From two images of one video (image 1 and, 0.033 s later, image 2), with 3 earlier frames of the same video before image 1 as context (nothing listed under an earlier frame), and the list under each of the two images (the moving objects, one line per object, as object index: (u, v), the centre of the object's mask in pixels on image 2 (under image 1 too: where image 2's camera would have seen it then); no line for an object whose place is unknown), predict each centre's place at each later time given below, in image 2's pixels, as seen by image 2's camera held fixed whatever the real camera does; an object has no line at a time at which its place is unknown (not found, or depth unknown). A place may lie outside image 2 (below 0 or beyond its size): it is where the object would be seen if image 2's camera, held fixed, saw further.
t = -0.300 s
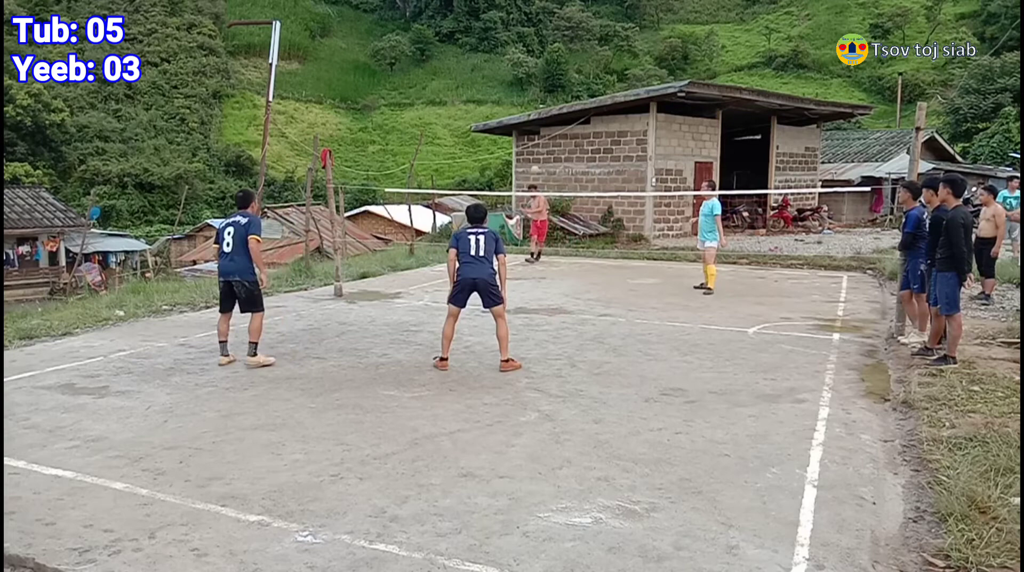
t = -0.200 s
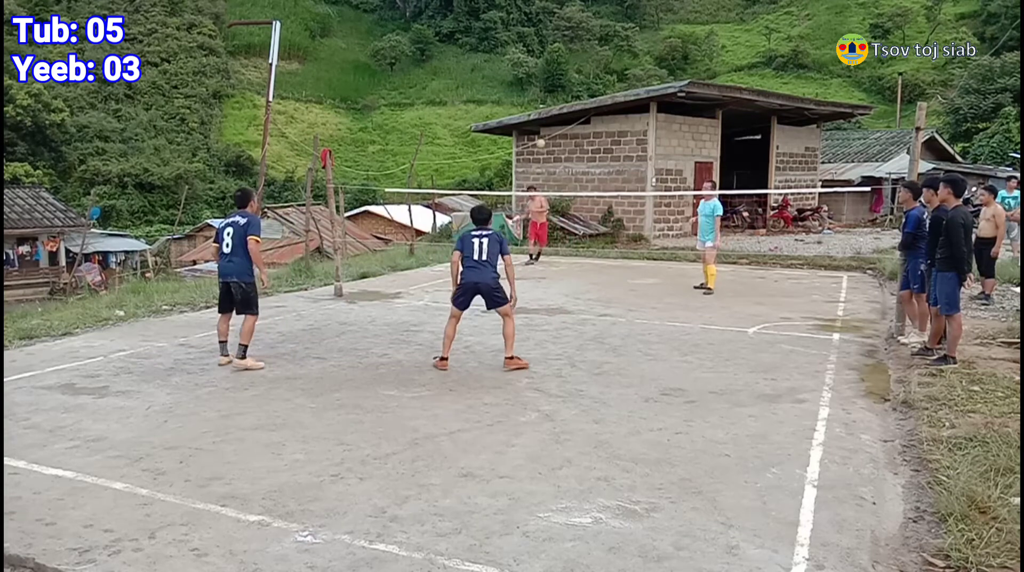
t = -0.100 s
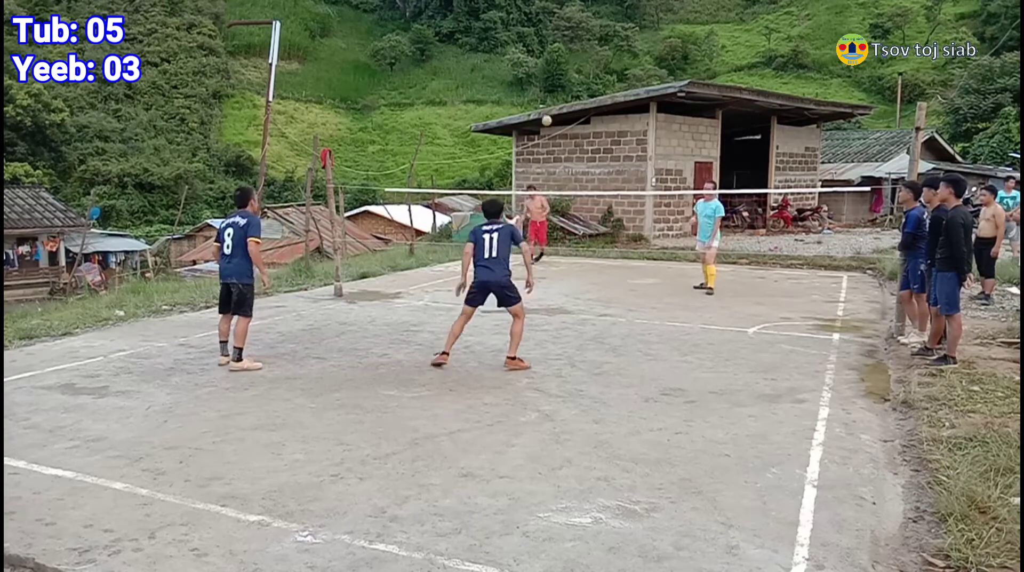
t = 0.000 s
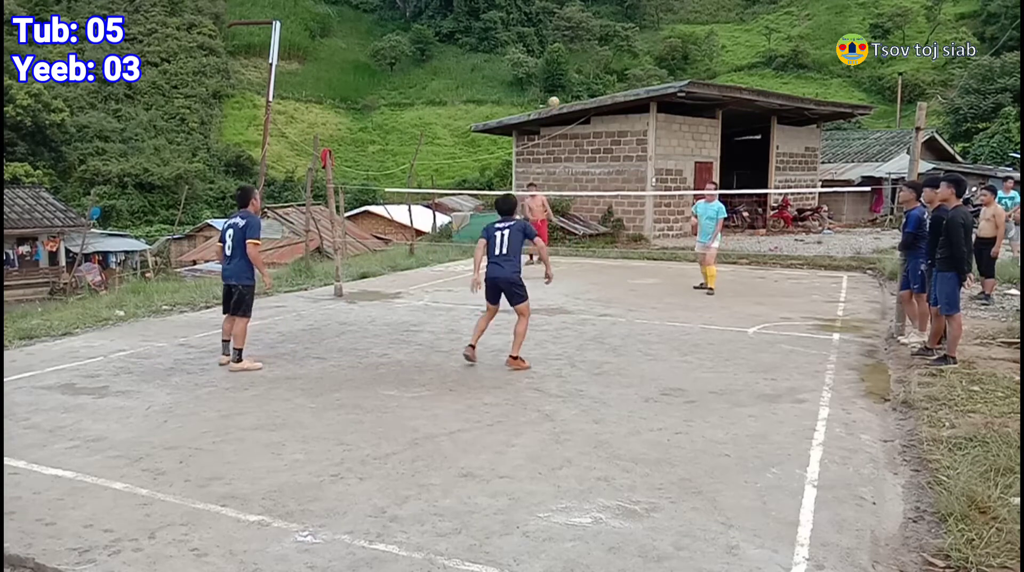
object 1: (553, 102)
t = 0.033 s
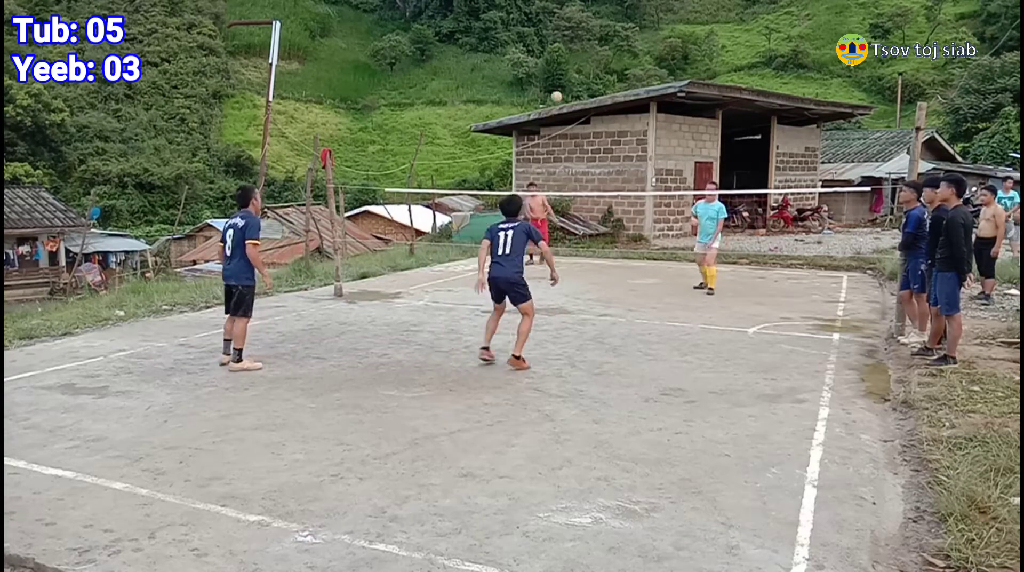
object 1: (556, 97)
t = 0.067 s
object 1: (559, 93)
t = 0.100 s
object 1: (562, 89)
